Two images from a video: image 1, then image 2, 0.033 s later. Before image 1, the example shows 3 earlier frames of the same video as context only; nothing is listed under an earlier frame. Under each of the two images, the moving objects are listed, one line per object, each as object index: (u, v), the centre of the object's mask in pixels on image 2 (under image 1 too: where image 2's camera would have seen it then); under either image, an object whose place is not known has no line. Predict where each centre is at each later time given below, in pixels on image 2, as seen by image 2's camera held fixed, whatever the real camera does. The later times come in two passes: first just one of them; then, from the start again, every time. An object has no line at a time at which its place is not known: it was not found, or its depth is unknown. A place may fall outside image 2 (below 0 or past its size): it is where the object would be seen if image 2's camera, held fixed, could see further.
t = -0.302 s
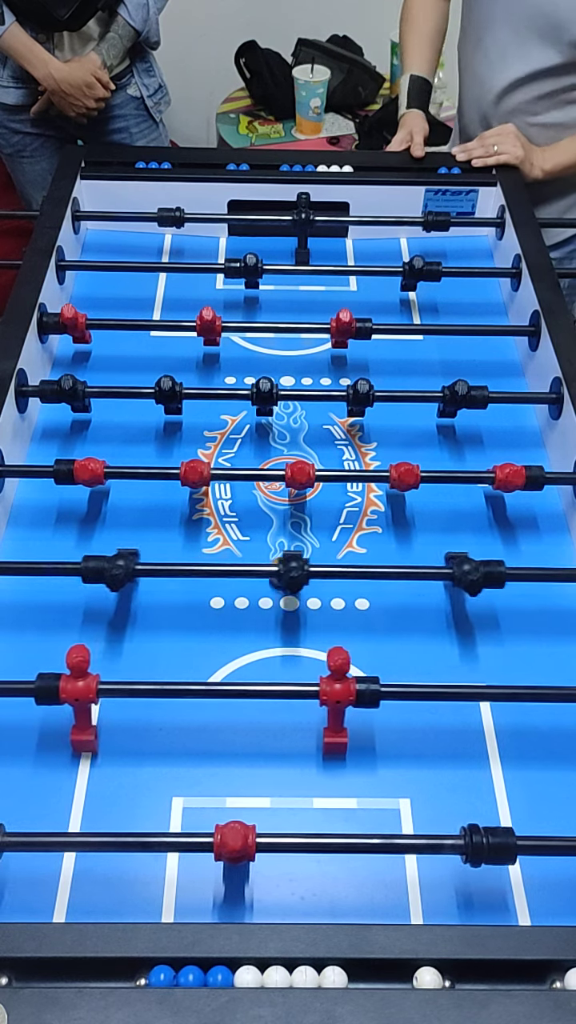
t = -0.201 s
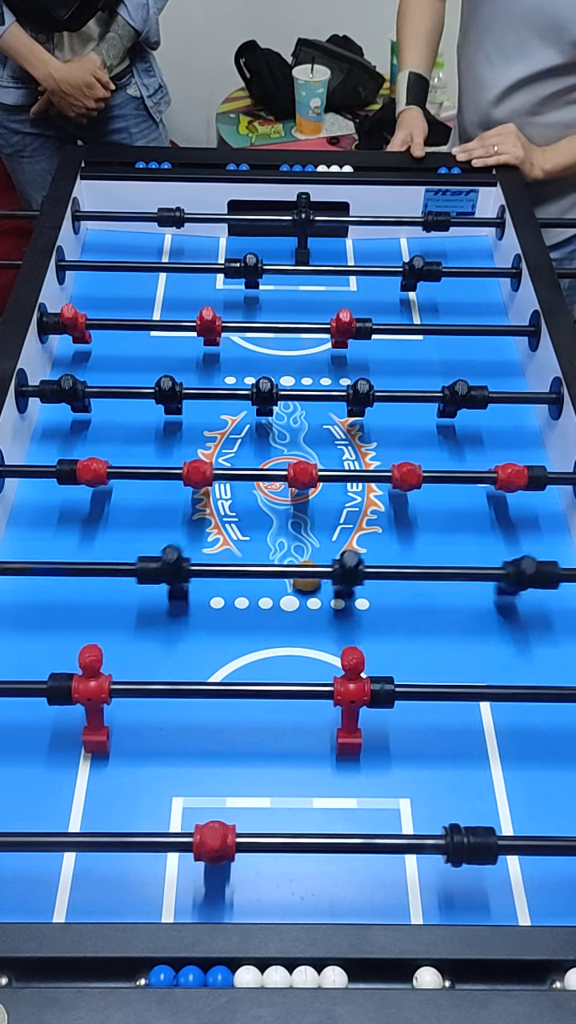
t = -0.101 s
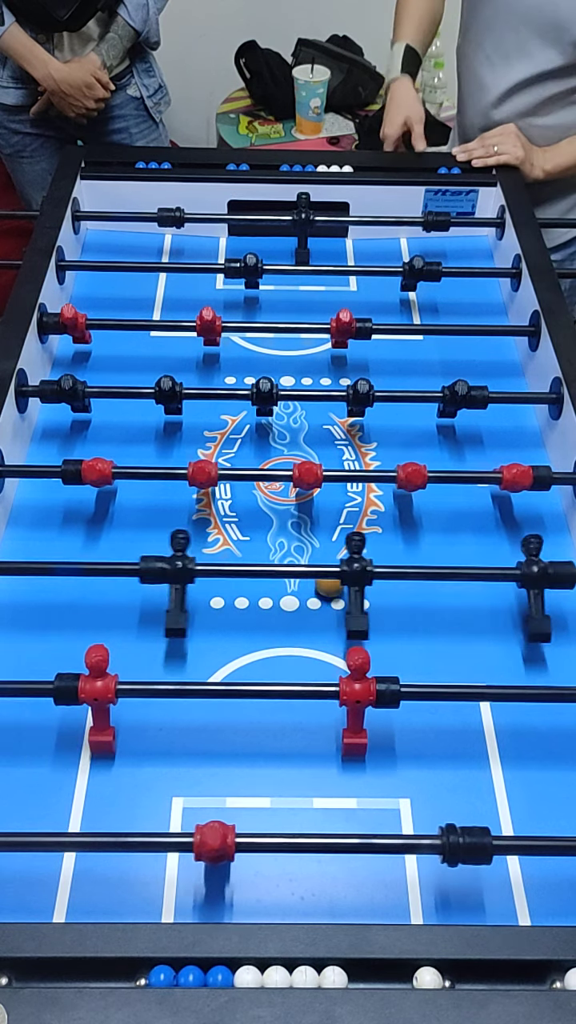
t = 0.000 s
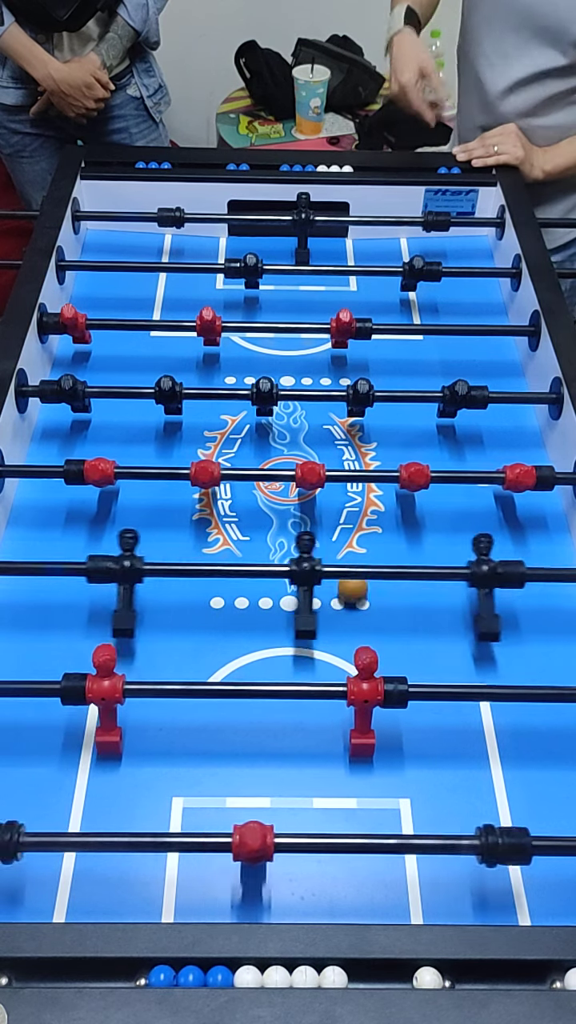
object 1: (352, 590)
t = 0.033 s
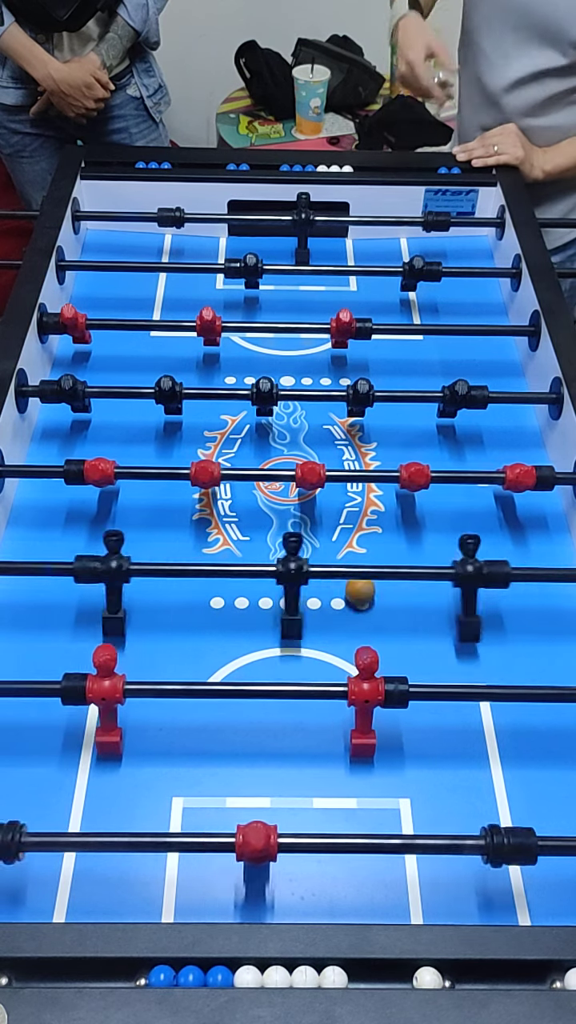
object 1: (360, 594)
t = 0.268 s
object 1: (412, 605)
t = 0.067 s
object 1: (367, 595)
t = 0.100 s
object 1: (375, 596)
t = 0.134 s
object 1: (382, 597)
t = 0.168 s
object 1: (390, 599)
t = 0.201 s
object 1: (397, 601)
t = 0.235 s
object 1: (405, 603)
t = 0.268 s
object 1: (412, 605)
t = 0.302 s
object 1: (420, 607)
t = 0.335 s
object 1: (428, 609)
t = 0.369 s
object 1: (435, 611)
